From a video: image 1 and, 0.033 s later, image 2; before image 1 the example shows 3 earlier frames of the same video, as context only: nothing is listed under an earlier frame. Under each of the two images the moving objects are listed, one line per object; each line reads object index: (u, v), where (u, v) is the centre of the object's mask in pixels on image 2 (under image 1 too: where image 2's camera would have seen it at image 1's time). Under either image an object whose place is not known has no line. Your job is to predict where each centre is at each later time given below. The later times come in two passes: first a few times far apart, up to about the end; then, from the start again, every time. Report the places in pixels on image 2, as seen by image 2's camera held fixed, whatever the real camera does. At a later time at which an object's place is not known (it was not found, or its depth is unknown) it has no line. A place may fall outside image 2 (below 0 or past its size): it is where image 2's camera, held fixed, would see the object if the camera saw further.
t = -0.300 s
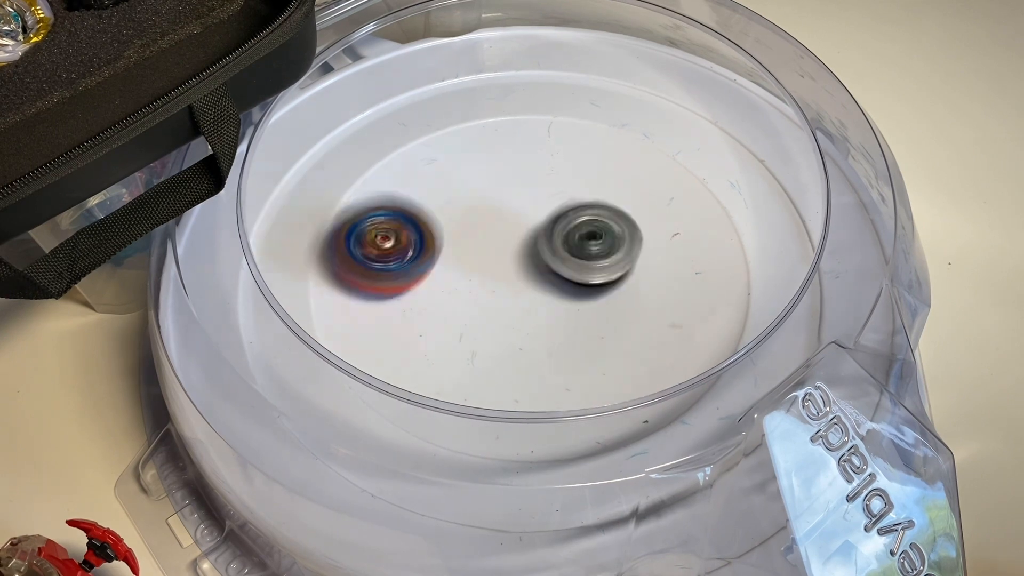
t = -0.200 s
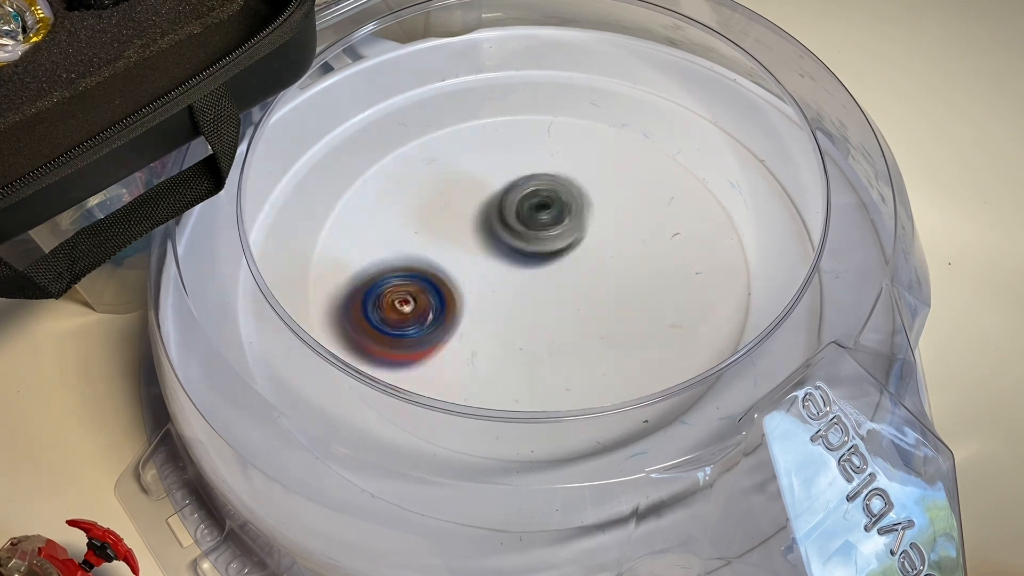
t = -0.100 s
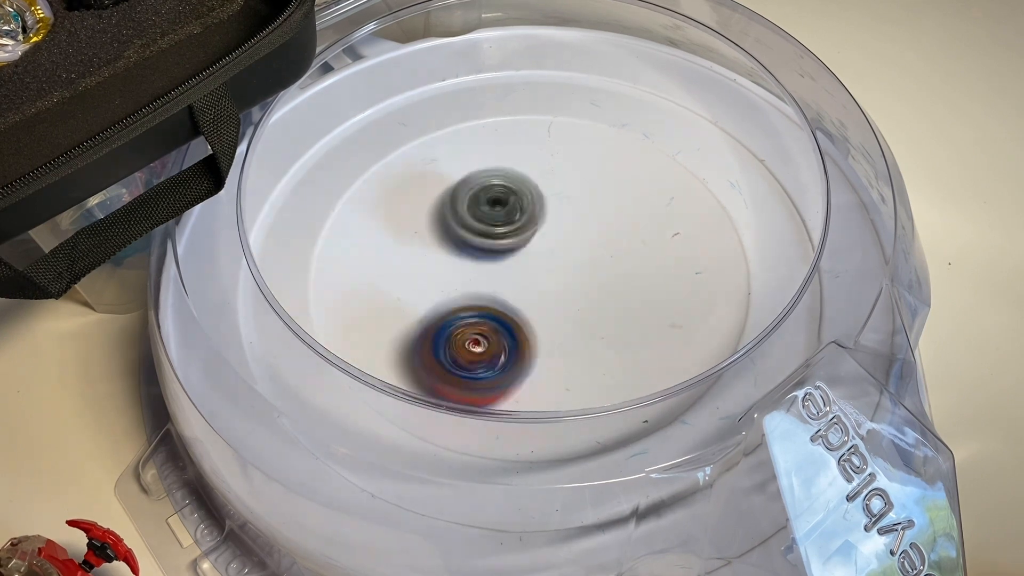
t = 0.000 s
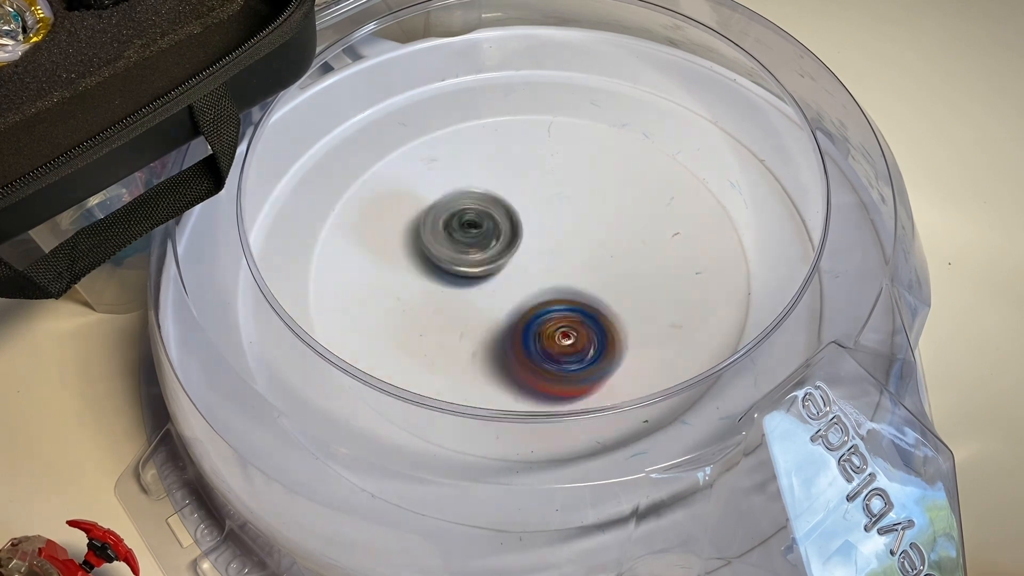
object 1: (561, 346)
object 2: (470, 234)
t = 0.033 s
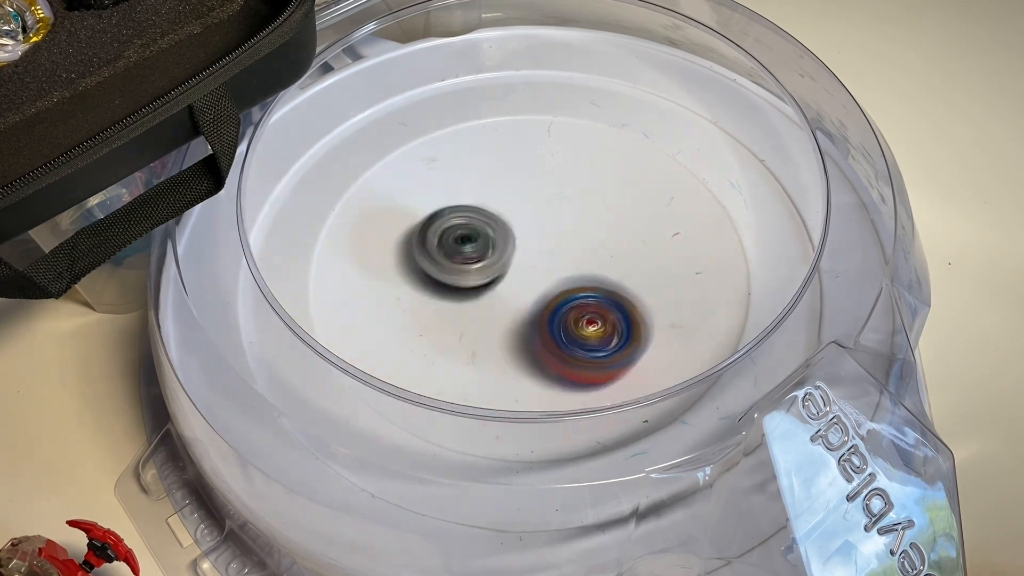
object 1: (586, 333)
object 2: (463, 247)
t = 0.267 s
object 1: (598, 193)
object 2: (576, 309)
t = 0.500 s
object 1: (446, 173)
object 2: (577, 217)
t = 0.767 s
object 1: (345, 326)
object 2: (496, 216)
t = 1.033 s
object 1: (533, 388)
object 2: (553, 288)
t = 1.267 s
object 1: (616, 301)
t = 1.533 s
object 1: (493, 240)
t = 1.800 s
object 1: (502, 320)
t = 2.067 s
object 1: (480, 236)
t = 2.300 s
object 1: (467, 326)
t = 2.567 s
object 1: (639, 333)
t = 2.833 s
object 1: (638, 225)
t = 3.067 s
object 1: (502, 212)
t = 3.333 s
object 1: (441, 299)
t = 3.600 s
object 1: (553, 305)
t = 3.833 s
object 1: (518, 214)
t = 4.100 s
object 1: (441, 216)
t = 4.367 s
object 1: (466, 186)
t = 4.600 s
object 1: (520, 186)
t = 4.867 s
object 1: (580, 177)
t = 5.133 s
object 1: (627, 216)
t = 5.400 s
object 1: (627, 276)
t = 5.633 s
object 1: (631, 327)
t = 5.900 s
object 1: (612, 342)
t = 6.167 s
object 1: (527, 337)
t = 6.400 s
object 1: (462, 304)
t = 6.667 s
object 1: (442, 246)
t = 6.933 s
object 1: (467, 159)
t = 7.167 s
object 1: (517, 168)
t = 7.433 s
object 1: (562, 206)
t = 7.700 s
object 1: (553, 257)
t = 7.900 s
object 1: (521, 271)
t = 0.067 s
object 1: (607, 316)
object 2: (463, 264)
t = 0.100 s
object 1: (621, 295)
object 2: (467, 280)
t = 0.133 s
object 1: (627, 273)
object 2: (481, 297)
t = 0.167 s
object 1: (629, 251)
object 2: (498, 309)
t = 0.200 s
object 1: (625, 229)
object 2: (526, 315)
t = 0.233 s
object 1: (614, 211)
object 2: (550, 313)
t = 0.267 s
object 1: (598, 193)
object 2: (576, 309)
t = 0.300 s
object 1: (579, 179)
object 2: (593, 298)
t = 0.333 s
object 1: (557, 167)
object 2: (601, 285)
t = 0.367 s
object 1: (535, 162)
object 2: (608, 276)
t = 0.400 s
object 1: (511, 157)
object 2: (604, 260)
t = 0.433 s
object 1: (488, 159)
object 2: (600, 246)
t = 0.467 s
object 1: (466, 164)
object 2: (589, 231)
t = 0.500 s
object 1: (446, 173)
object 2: (577, 217)
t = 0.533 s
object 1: (429, 185)
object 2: (558, 205)
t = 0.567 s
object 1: (414, 201)
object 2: (532, 193)
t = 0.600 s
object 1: (403, 219)
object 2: (507, 188)
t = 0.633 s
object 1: (376, 240)
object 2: (503, 183)
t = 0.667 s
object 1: (355, 262)
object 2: (503, 190)
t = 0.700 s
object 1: (343, 283)
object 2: (499, 194)
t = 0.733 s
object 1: (345, 302)
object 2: (496, 207)
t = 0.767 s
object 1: (345, 326)
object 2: (496, 216)
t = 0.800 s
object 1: (358, 344)
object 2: (498, 233)
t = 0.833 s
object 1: (373, 363)
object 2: (497, 249)
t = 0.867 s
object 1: (393, 378)
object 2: (500, 260)
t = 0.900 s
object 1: (418, 390)
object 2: (505, 270)
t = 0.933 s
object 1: (447, 397)
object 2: (511, 277)
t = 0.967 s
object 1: (474, 400)
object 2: (523, 283)
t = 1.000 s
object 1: (505, 396)
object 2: (535, 288)
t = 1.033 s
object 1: (533, 388)
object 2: (553, 288)
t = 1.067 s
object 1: (559, 370)
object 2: (573, 283)
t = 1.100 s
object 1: (580, 362)
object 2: (588, 273)
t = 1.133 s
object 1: (598, 350)
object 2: (601, 257)
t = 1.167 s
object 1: (607, 341)
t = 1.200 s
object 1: (615, 331)
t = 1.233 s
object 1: (617, 317)
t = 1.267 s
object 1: (616, 301)
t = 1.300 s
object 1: (609, 287)
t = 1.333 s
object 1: (600, 270)
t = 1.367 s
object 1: (588, 257)
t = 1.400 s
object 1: (570, 244)
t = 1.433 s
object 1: (549, 235)
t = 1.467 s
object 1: (526, 230)
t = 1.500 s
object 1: (501, 228)
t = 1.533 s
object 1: (493, 240)
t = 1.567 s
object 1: (492, 260)
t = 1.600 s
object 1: (489, 282)
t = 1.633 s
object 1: (486, 295)
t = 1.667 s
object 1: (482, 304)
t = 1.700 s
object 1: (480, 311)
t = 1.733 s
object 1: (482, 316)
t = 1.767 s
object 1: (491, 319)
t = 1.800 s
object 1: (502, 320)
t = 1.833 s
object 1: (514, 314)
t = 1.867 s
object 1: (524, 305)
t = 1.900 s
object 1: (527, 291)
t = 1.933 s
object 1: (525, 278)
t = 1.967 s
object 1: (518, 265)
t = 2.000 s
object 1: (508, 252)
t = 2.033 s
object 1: (495, 243)
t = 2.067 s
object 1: (480, 236)
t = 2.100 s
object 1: (467, 234)
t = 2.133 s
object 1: (454, 234)
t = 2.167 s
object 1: (444, 236)
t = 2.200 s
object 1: (435, 240)
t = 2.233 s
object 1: (434, 259)
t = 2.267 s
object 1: (447, 297)
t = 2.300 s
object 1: (467, 326)
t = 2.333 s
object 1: (492, 346)
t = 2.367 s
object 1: (517, 356)
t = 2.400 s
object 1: (543, 359)
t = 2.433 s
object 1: (567, 359)
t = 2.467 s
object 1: (588, 356)
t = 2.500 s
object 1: (609, 350)
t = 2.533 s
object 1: (625, 342)
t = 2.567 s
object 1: (639, 333)
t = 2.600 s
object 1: (651, 318)
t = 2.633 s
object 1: (658, 306)
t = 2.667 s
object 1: (667, 292)
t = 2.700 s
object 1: (668, 278)
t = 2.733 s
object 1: (666, 263)
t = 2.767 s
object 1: (659, 249)
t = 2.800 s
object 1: (648, 236)
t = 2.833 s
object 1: (638, 225)
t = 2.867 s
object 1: (623, 218)
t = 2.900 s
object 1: (606, 210)
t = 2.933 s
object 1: (584, 208)
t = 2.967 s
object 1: (564, 206)
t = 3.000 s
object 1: (541, 206)
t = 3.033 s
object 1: (522, 209)
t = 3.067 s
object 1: (502, 212)
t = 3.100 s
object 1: (485, 222)
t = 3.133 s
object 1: (469, 228)
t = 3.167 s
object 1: (457, 240)
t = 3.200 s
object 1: (447, 250)
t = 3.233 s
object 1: (441, 263)
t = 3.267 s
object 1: (438, 274)
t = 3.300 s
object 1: (438, 289)
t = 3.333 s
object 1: (441, 299)
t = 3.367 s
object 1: (448, 312)
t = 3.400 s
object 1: (458, 320)
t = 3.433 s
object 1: (474, 328)
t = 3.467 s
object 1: (492, 331)
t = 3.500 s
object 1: (510, 328)
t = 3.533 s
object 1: (527, 326)
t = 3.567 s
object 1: (542, 317)
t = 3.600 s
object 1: (553, 305)
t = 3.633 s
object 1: (560, 291)
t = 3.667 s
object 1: (565, 275)
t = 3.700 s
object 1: (562, 260)
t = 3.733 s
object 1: (556, 245)
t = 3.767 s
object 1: (546, 232)
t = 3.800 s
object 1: (532, 221)
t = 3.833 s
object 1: (518, 214)
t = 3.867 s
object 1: (503, 209)
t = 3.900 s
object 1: (489, 206)
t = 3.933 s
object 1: (475, 205)
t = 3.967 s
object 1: (461, 210)
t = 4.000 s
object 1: (451, 215)
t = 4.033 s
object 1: (444, 224)
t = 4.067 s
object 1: (442, 223)
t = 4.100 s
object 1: (441, 216)
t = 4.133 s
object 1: (443, 211)
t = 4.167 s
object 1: (445, 207)
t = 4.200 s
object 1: (448, 202)
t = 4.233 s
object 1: (451, 198)
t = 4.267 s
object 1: (454, 193)
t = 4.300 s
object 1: (459, 190)
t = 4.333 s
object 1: (463, 188)
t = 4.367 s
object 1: (466, 186)
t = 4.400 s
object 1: (471, 187)
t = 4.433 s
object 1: (478, 188)
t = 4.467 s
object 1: (484, 192)
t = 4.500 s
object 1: (492, 193)
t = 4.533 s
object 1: (502, 192)
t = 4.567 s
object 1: (511, 189)
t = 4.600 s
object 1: (520, 186)
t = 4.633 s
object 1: (528, 182)
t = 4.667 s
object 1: (535, 180)
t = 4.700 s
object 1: (543, 178)
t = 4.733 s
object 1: (551, 177)
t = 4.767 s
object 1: (558, 176)
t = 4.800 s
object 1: (566, 175)
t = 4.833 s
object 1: (573, 176)
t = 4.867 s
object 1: (580, 177)
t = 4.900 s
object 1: (587, 179)
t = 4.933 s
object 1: (593, 183)
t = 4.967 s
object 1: (599, 187)
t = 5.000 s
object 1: (604, 192)
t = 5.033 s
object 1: (608, 198)
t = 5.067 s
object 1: (611, 205)
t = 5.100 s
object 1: (619, 210)
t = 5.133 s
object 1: (627, 216)
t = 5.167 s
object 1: (631, 223)
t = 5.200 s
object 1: (634, 230)
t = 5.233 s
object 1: (635, 237)
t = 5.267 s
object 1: (636, 245)
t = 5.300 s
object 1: (635, 254)
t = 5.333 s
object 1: (632, 261)
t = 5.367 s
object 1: (630, 269)
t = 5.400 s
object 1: (627, 276)
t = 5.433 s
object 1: (620, 284)
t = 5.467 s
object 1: (614, 291)
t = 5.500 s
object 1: (608, 297)
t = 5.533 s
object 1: (606, 304)
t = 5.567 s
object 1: (616, 316)
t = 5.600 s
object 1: (625, 323)
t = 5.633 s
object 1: (631, 327)
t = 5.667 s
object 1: (634, 332)
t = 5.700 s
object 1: (637, 336)
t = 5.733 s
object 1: (638, 340)
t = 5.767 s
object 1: (638, 343)
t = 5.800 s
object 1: (637, 345)
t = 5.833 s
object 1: (630, 346)
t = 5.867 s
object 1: (624, 344)
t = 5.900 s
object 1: (612, 342)
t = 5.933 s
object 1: (600, 339)
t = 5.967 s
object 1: (588, 335)
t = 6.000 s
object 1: (576, 332)
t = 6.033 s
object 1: (566, 334)
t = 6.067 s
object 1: (558, 336)
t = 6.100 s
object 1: (548, 336)
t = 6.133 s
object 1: (538, 337)
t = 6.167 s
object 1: (527, 337)
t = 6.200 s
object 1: (516, 333)
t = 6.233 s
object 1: (506, 331)
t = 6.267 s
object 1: (496, 328)
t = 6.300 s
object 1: (487, 322)
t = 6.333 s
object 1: (481, 317)
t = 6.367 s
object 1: (470, 311)
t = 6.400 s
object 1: (462, 304)
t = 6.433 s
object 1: (459, 298)
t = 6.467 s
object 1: (451, 291)
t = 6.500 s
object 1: (447, 284)
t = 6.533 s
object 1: (447, 277)
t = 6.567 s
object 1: (442, 269)
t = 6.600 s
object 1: (440, 260)
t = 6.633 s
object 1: (441, 253)
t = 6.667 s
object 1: (442, 246)
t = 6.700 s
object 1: (441, 238)
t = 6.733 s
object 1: (445, 231)
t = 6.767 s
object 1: (444, 206)
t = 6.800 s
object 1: (446, 185)
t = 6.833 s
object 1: (452, 172)
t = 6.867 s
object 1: (457, 166)
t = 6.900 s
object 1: (462, 162)
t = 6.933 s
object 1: (467, 159)
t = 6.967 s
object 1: (473, 156)
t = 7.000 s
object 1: (481, 156)
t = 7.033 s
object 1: (488, 156)
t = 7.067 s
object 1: (496, 157)
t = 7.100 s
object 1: (503, 160)
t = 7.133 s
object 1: (510, 163)
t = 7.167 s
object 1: (517, 168)
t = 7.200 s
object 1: (522, 175)
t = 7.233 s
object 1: (528, 182)
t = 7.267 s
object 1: (532, 190)
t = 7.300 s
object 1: (536, 199)
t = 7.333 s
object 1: (538, 208)
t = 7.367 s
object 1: (540, 216)
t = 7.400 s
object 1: (553, 203)
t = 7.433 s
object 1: (562, 206)
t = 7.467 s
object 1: (569, 213)
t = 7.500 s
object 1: (570, 220)
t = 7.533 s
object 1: (569, 228)
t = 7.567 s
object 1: (568, 233)
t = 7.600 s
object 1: (565, 239)
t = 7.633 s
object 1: (561, 245)
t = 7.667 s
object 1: (557, 251)
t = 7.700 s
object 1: (553, 257)
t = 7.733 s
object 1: (548, 261)
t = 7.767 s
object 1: (542, 265)
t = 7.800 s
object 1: (536, 268)
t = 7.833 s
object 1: (530, 270)
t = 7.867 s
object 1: (524, 271)
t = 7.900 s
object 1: (521, 271)
